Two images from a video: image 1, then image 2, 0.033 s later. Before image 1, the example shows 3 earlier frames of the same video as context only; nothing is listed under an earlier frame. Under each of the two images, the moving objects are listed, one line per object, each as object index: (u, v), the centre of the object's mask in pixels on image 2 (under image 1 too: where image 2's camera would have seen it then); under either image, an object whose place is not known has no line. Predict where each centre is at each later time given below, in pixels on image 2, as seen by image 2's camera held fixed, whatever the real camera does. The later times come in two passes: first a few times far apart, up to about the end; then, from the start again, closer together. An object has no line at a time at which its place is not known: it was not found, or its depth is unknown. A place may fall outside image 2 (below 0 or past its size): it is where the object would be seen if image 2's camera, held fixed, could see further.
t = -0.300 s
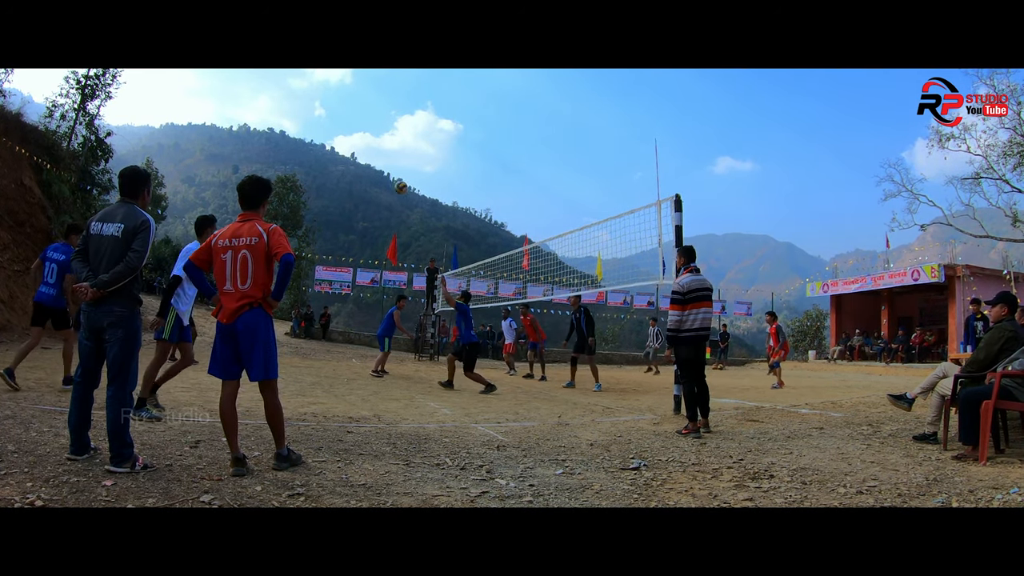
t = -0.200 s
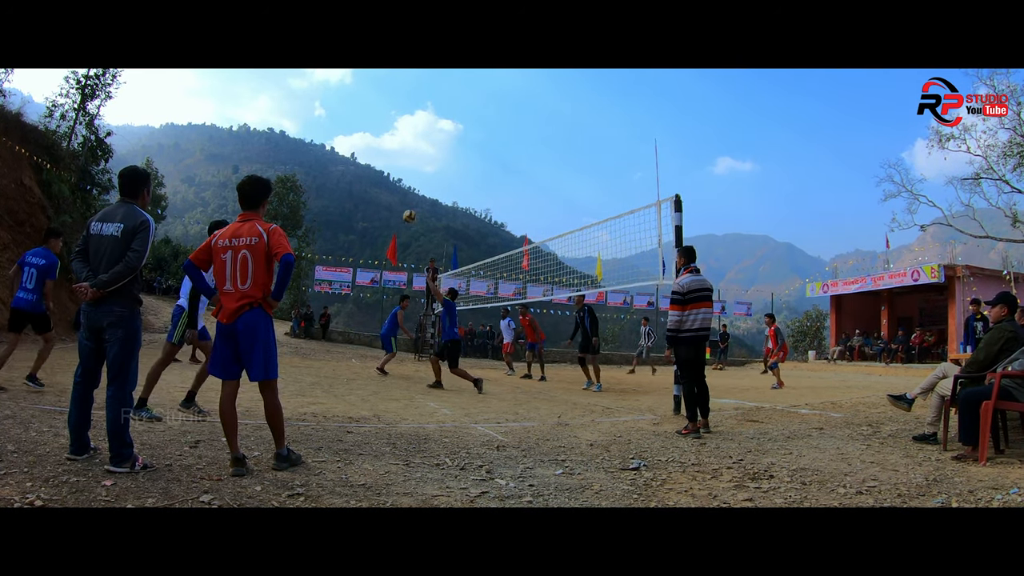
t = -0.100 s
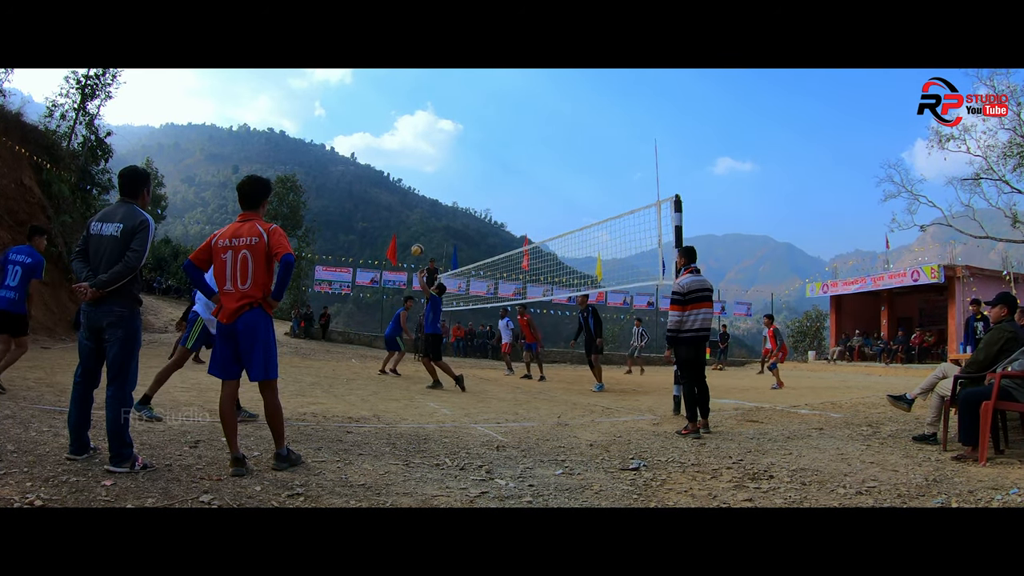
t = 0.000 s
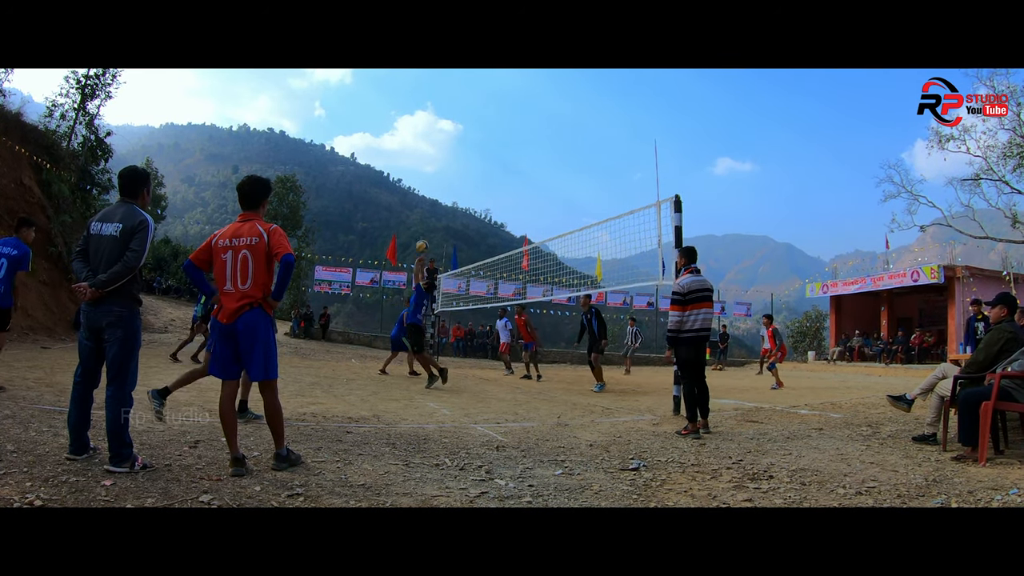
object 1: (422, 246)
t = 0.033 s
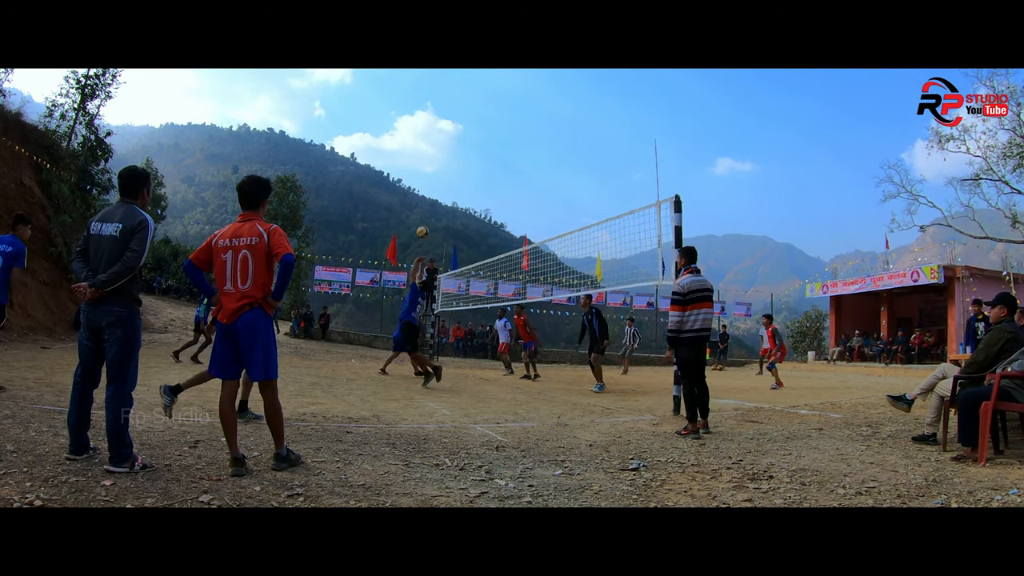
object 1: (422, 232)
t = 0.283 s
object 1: (426, 159)
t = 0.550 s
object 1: (426, 128)
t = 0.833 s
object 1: (424, 131)
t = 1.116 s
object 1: (420, 164)
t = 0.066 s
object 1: (423, 219)
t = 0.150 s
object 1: (424, 192)
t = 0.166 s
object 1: (425, 187)
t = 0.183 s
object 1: (425, 182)
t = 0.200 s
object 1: (425, 178)
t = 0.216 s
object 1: (425, 174)
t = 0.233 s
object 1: (425, 170)
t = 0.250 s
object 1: (426, 166)
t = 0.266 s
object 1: (426, 162)
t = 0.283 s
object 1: (426, 159)
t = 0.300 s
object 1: (426, 156)
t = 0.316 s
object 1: (426, 153)
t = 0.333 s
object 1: (426, 150)
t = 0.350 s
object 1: (426, 148)
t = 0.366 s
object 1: (426, 145)
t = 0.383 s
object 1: (426, 143)
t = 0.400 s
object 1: (426, 141)
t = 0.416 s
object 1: (426, 139)
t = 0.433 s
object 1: (426, 137)
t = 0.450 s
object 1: (426, 135)
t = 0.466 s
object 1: (426, 134)
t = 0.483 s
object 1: (426, 132)
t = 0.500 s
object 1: (426, 131)
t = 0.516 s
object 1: (426, 130)
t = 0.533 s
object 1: (426, 129)
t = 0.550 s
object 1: (426, 128)
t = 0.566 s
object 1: (426, 127)
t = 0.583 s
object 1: (426, 126)
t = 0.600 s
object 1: (426, 126)
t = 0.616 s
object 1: (426, 125)
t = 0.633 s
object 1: (426, 125)
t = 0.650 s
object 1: (426, 125)
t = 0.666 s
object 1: (426, 125)
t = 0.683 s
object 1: (426, 125)
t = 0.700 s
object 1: (425, 125)
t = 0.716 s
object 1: (425, 125)
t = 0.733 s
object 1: (425, 126)
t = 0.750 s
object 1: (425, 126)
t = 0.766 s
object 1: (425, 127)
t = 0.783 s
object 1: (425, 128)
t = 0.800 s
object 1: (424, 129)
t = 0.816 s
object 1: (424, 130)
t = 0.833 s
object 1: (424, 131)
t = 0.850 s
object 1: (424, 132)
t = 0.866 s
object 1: (424, 133)
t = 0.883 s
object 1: (423, 135)
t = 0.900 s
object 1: (423, 136)
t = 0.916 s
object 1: (423, 138)
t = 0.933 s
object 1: (423, 139)
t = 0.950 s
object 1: (422, 141)
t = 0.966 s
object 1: (422, 143)
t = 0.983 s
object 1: (422, 145)
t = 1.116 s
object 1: (420, 164)
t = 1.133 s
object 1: (419, 167)
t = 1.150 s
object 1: (419, 170)
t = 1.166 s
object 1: (419, 173)
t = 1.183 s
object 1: (418, 176)
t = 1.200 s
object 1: (418, 179)
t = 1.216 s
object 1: (418, 182)
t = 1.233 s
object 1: (417, 186)
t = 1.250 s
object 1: (417, 189)
